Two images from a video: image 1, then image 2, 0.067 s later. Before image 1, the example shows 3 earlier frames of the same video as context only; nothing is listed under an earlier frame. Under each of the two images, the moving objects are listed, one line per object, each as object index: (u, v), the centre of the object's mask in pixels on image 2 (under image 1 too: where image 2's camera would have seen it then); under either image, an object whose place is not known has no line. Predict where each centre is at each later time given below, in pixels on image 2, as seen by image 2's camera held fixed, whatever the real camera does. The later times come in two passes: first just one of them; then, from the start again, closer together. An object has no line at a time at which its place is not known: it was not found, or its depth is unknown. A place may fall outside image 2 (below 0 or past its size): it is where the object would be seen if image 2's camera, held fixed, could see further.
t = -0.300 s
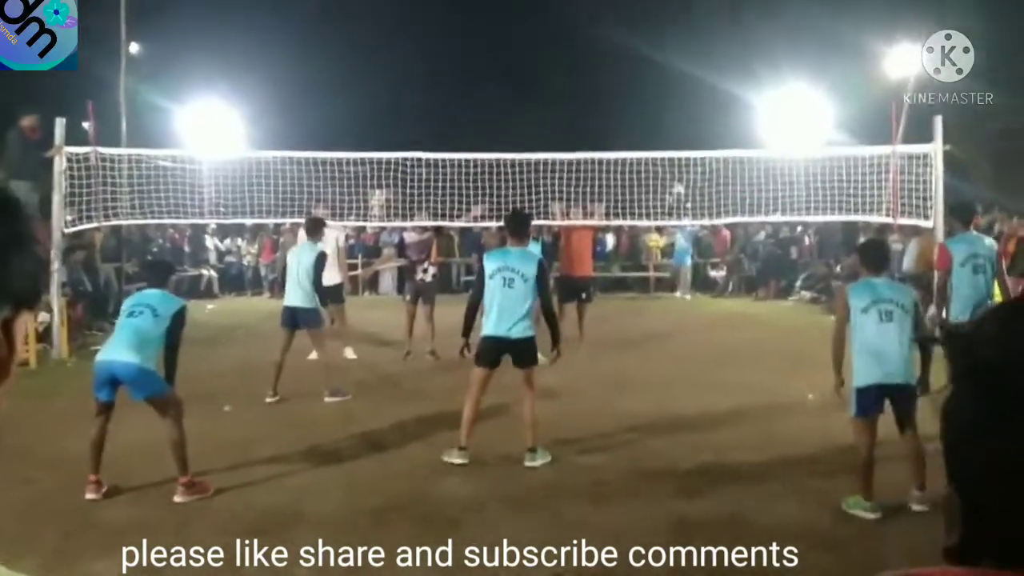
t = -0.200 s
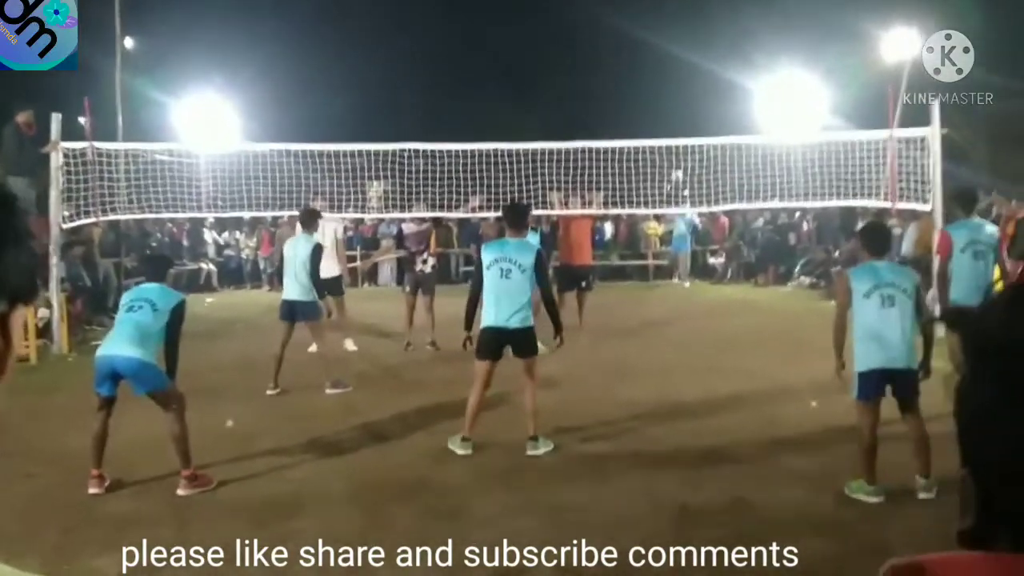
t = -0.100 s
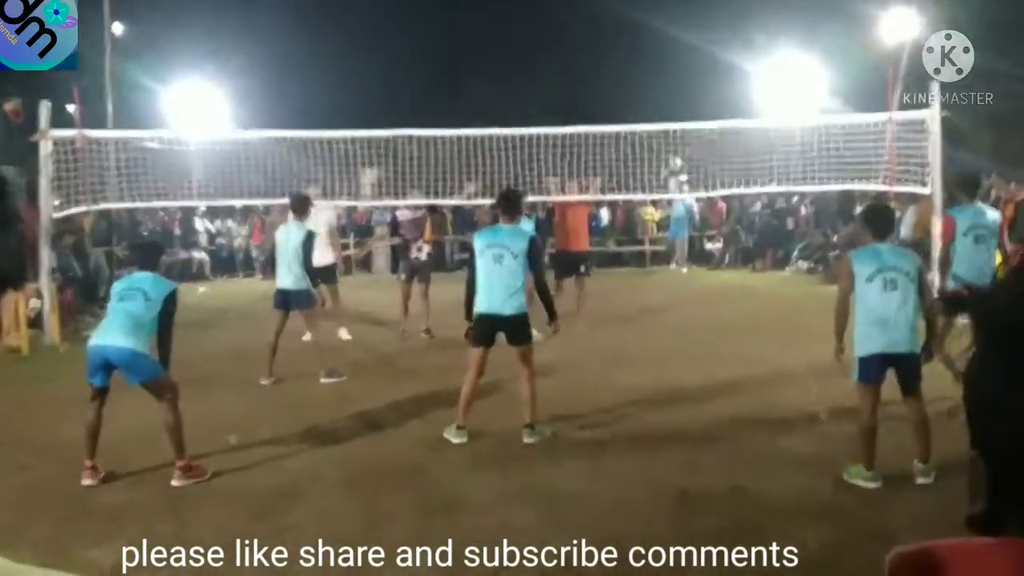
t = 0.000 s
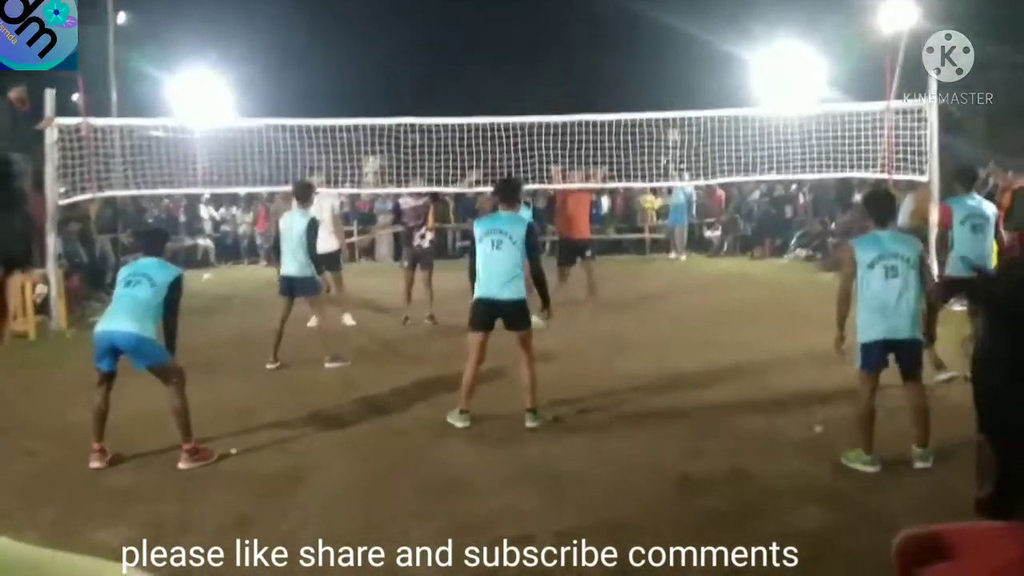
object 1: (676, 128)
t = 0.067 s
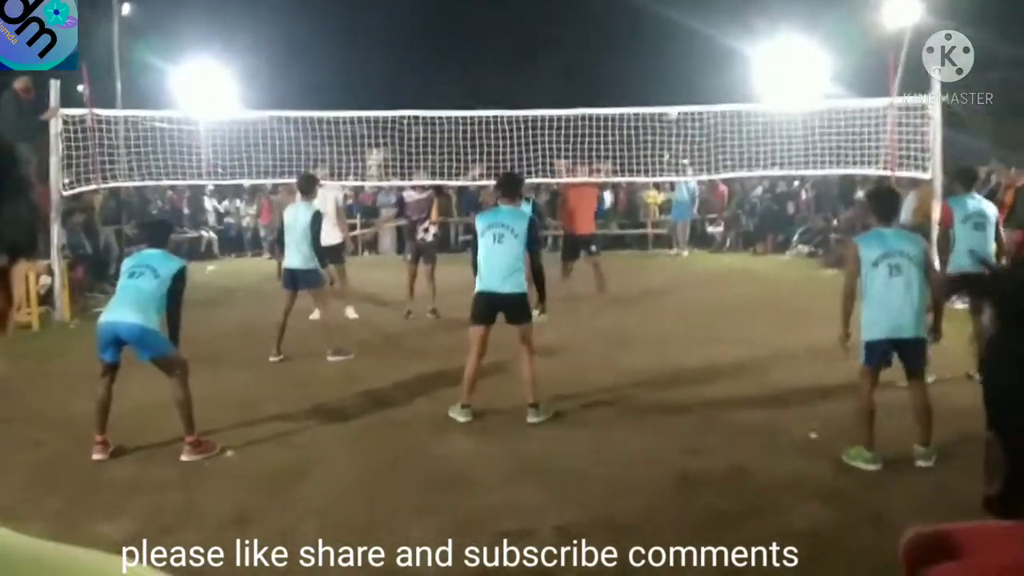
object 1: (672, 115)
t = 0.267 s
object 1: (661, 66)
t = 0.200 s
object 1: (665, 81)
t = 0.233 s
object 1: (663, 74)
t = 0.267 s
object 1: (661, 66)
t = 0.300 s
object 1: (660, 59)
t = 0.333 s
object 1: (657, 53)
